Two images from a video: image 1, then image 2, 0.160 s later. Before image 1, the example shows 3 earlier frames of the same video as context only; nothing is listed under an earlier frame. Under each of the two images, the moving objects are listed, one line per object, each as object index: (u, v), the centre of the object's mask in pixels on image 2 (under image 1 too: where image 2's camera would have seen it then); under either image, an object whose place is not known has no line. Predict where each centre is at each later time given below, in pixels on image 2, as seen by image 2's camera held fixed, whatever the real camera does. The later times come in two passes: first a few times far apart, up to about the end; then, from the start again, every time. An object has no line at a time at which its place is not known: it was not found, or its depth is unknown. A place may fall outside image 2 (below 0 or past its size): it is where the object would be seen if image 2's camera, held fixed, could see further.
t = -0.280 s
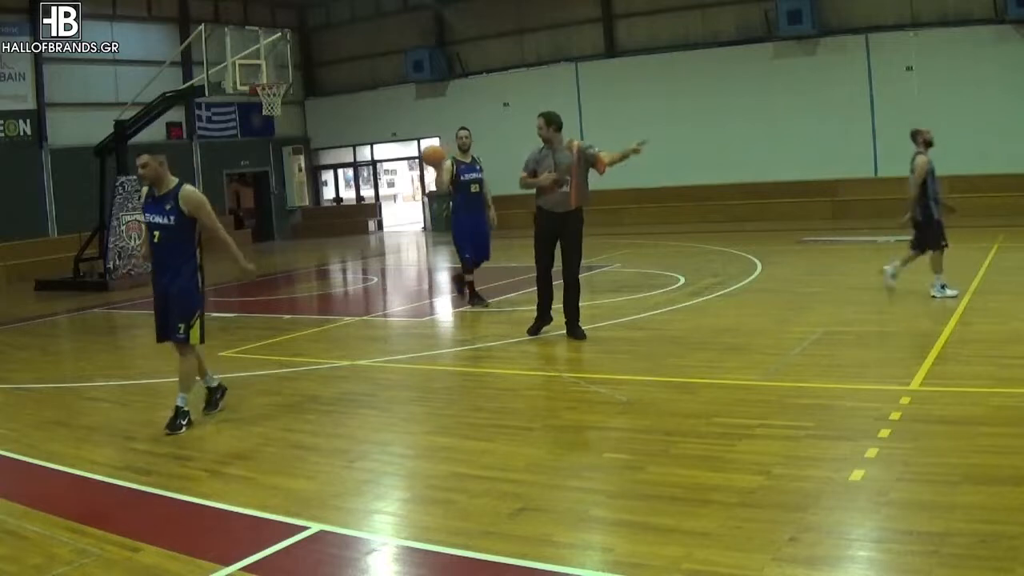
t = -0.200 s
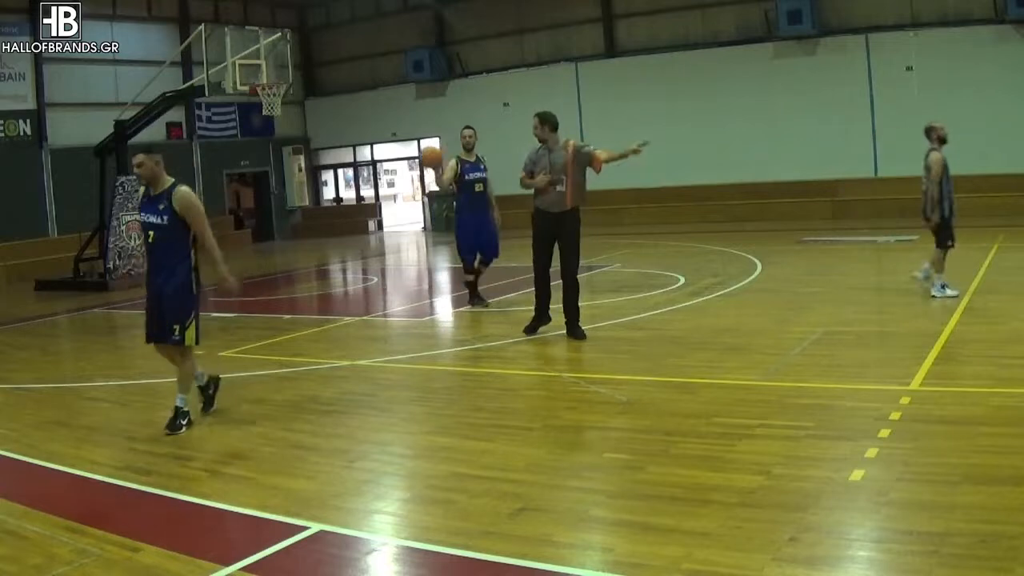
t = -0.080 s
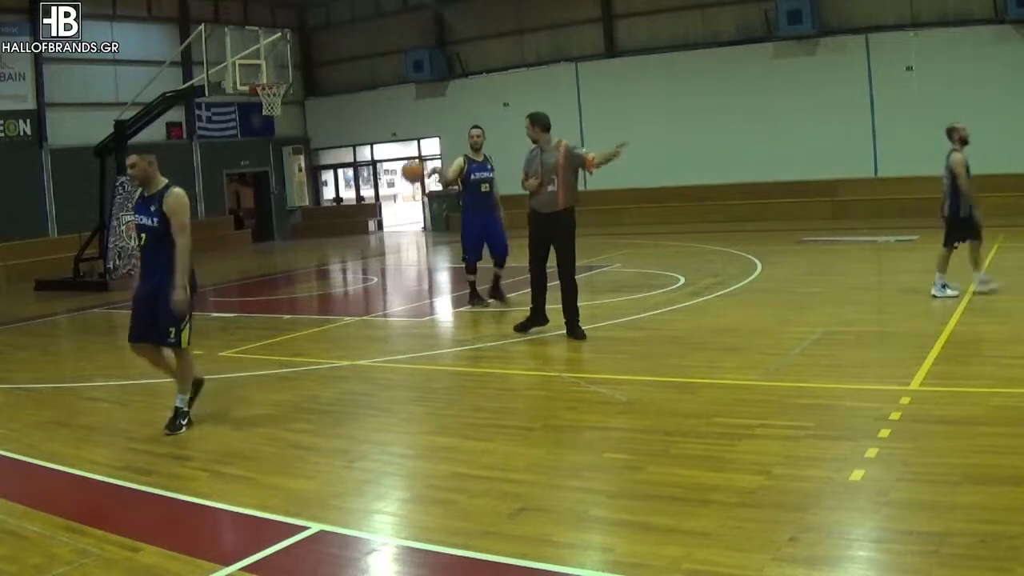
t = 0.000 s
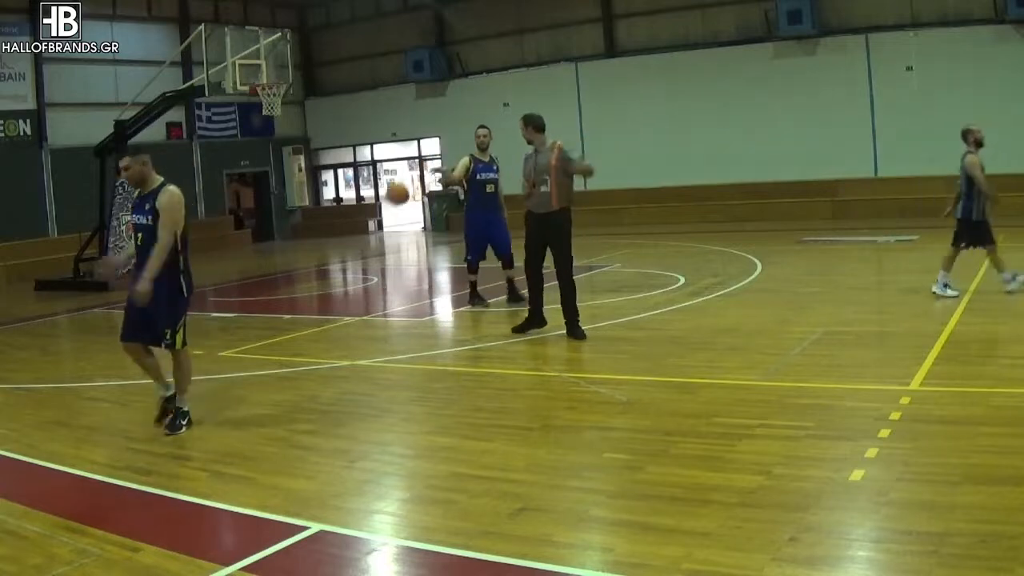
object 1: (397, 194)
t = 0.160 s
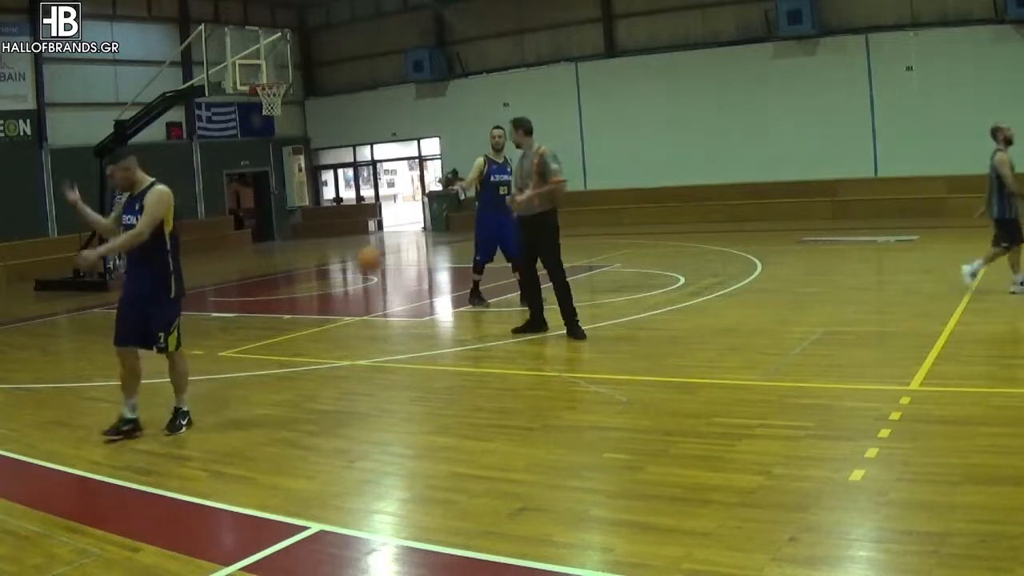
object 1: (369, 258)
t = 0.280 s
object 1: (345, 338)
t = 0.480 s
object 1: (310, 266)
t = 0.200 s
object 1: (359, 283)
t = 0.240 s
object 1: (352, 306)
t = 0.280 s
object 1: (345, 338)
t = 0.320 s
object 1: (339, 327)
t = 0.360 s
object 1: (331, 309)
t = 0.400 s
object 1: (322, 295)
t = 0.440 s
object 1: (318, 279)
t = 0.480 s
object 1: (310, 266)
